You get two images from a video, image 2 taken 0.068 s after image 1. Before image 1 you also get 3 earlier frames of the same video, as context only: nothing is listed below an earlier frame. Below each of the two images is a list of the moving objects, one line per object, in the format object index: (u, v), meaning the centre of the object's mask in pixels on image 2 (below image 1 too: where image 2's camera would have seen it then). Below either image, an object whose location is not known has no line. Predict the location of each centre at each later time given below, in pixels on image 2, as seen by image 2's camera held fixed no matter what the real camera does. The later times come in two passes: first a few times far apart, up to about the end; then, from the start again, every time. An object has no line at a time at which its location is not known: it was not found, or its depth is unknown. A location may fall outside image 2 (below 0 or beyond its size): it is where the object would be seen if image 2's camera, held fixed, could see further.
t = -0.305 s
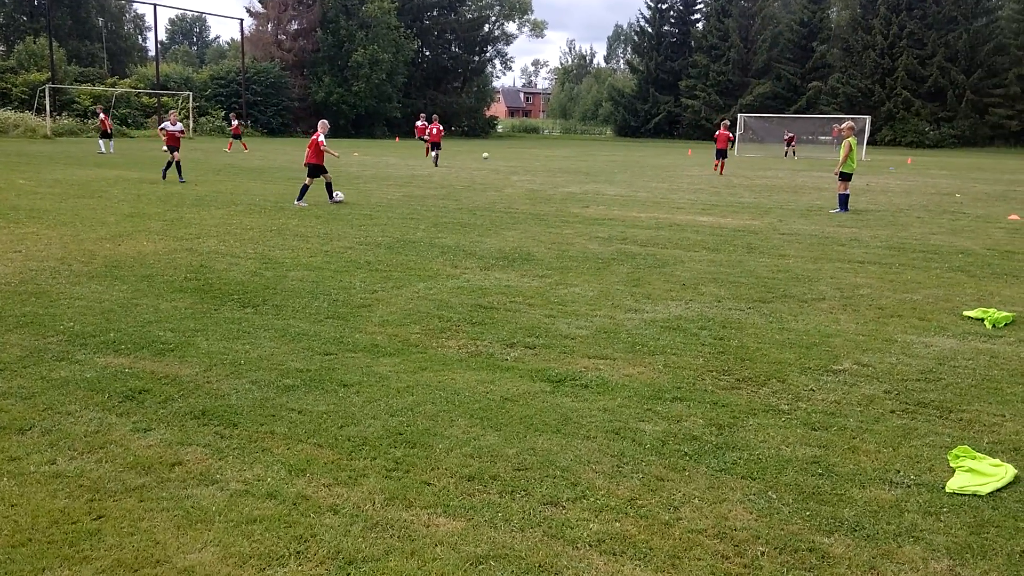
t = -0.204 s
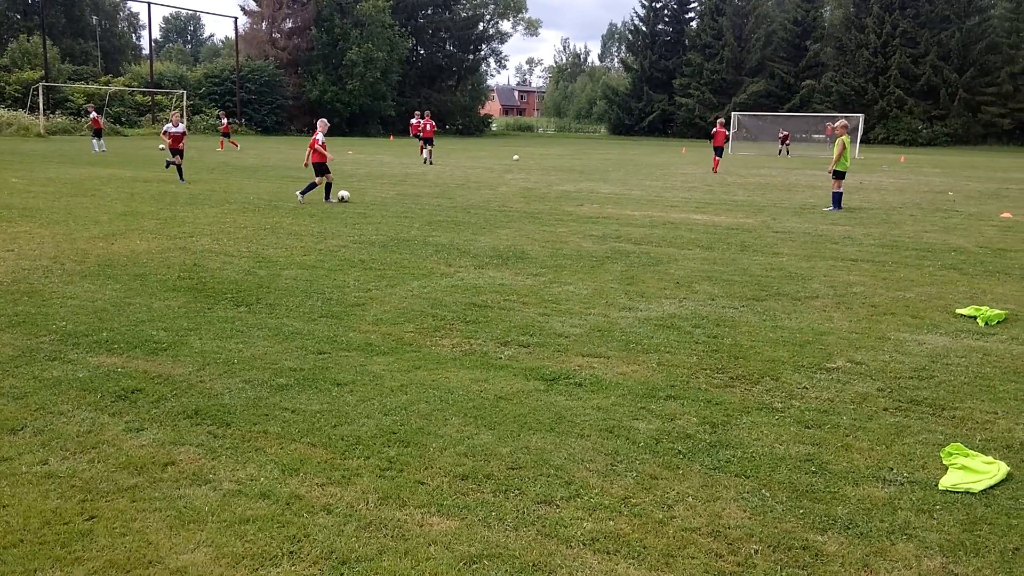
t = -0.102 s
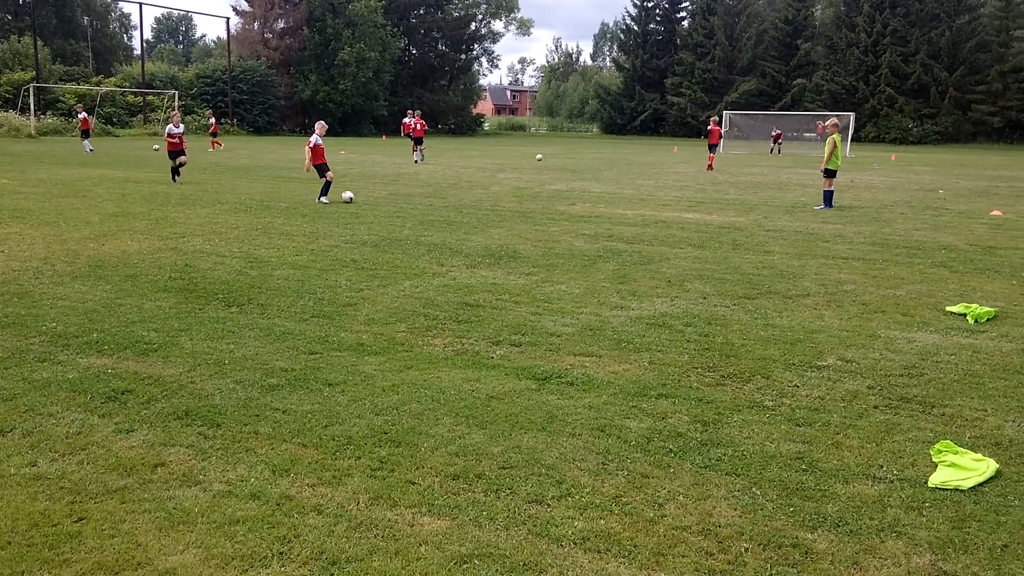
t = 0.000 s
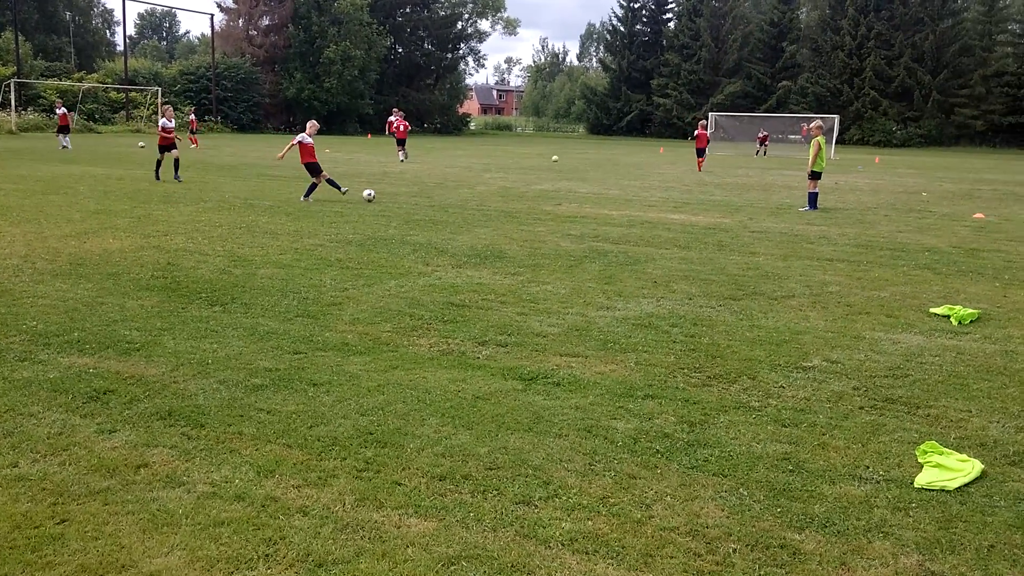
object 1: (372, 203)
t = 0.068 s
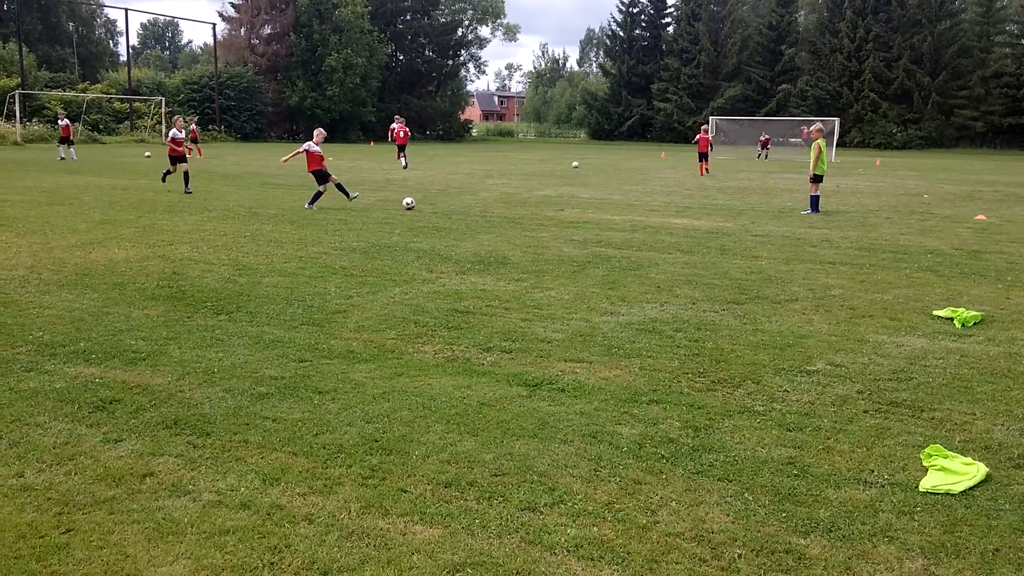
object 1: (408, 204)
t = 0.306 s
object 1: (506, 199)
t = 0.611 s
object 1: (596, 200)
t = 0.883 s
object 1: (663, 199)
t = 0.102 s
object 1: (427, 205)
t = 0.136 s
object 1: (442, 204)
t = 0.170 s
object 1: (455, 202)
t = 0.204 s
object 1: (468, 200)
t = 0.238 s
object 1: (482, 199)
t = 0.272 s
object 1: (494, 199)
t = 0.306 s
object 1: (506, 199)
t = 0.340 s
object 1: (518, 201)
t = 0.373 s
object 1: (530, 202)
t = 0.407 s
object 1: (541, 201)
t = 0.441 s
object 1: (550, 200)
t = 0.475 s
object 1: (560, 198)
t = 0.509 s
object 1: (569, 198)
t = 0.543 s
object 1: (578, 198)
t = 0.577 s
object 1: (587, 199)
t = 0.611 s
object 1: (596, 200)
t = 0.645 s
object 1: (605, 200)
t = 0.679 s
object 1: (613, 200)
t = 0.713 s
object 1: (622, 199)
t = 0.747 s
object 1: (630, 197)
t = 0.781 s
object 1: (639, 196)
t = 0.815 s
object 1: (647, 197)
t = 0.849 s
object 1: (655, 197)
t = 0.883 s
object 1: (663, 199)
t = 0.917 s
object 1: (671, 199)
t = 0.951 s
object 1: (679, 199)
